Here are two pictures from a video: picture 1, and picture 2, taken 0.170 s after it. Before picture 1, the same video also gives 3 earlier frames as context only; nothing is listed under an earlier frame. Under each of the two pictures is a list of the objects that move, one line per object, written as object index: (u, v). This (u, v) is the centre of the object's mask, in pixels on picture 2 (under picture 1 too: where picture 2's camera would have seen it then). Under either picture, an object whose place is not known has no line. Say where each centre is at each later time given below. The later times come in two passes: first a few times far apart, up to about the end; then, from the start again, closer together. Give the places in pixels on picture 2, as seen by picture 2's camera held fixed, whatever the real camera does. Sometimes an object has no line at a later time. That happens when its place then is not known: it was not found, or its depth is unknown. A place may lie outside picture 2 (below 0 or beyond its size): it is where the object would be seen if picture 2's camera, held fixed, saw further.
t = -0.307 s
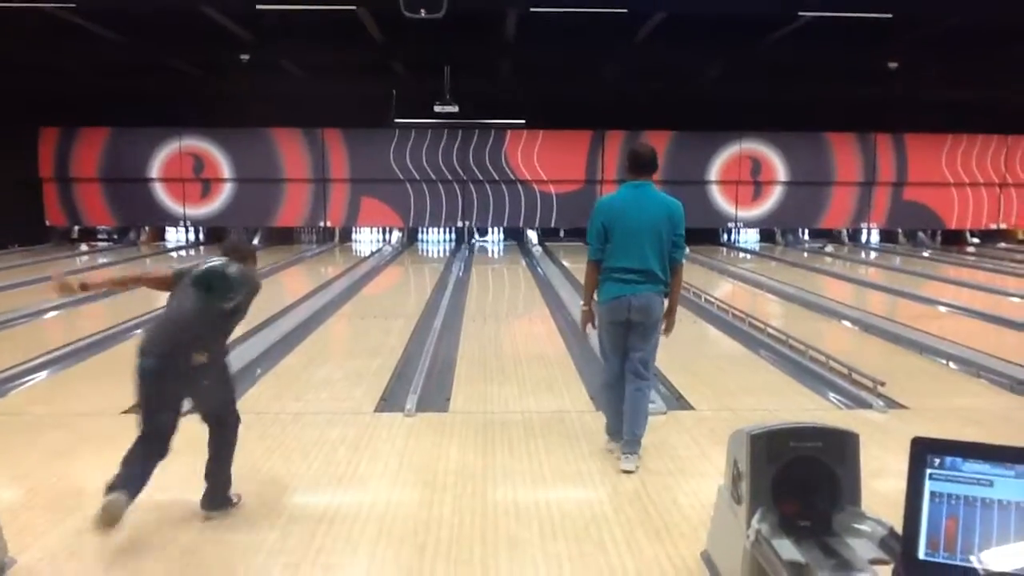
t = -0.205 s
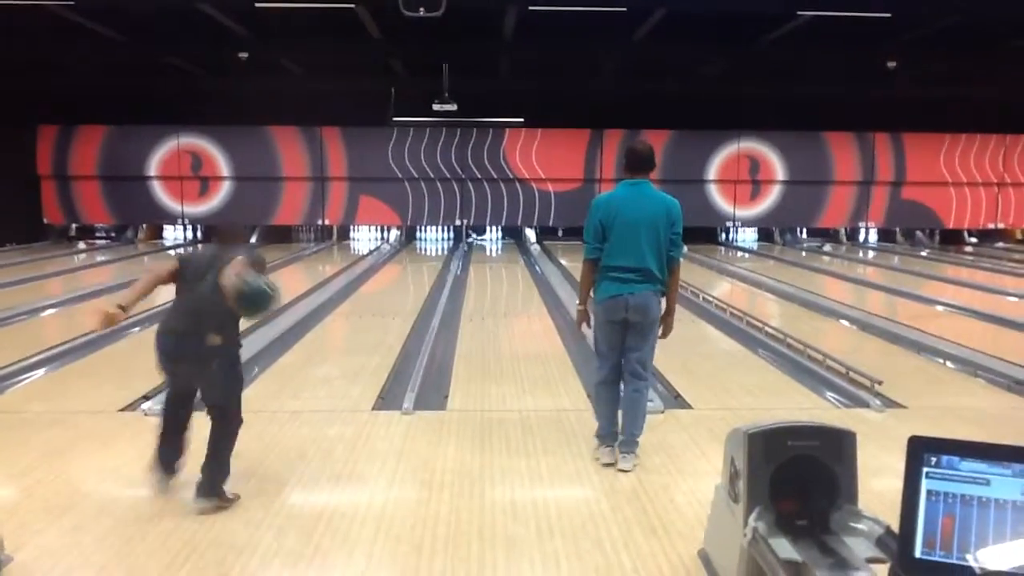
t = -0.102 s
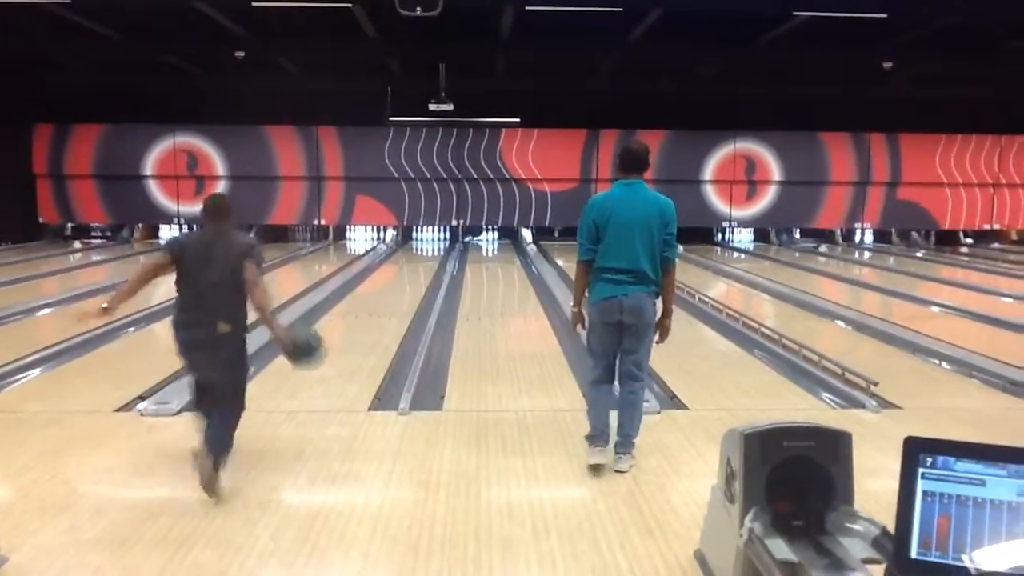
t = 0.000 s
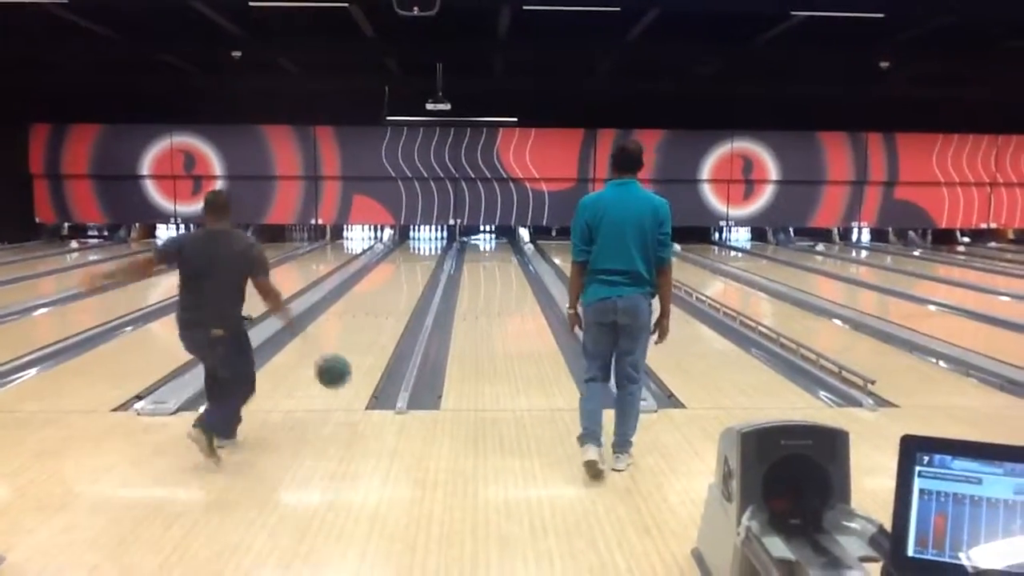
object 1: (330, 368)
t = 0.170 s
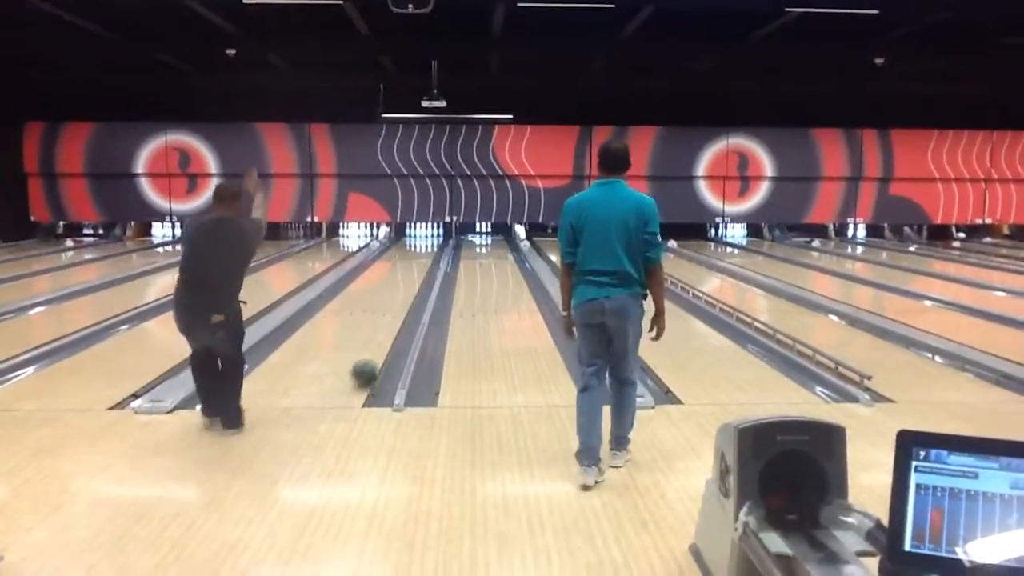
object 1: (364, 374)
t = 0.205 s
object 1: (369, 368)
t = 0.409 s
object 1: (393, 332)
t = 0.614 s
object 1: (415, 312)
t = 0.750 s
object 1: (420, 301)
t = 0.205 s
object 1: (369, 368)
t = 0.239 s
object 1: (374, 360)
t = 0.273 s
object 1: (378, 354)
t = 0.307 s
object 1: (382, 348)
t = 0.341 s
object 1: (386, 342)
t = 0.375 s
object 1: (390, 336)
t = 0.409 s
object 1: (393, 332)
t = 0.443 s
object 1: (396, 328)
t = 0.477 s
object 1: (400, 325)
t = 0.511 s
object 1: (403, 321)
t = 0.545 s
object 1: (407, 319)
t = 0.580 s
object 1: (410, 318)
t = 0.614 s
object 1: (415, 312)
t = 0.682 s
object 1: (417, 306)
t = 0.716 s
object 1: (418, 302)
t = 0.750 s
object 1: (420, 301)
